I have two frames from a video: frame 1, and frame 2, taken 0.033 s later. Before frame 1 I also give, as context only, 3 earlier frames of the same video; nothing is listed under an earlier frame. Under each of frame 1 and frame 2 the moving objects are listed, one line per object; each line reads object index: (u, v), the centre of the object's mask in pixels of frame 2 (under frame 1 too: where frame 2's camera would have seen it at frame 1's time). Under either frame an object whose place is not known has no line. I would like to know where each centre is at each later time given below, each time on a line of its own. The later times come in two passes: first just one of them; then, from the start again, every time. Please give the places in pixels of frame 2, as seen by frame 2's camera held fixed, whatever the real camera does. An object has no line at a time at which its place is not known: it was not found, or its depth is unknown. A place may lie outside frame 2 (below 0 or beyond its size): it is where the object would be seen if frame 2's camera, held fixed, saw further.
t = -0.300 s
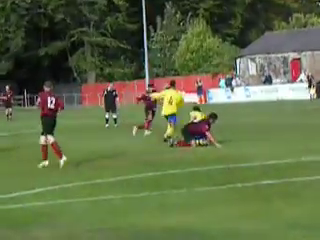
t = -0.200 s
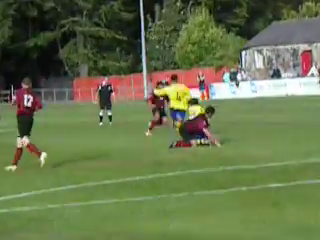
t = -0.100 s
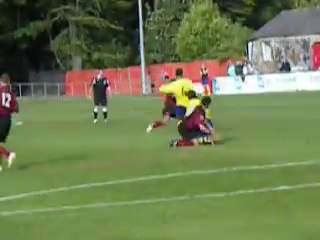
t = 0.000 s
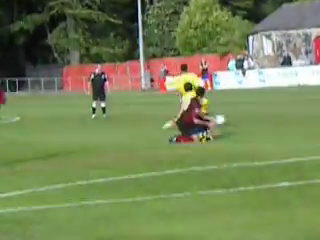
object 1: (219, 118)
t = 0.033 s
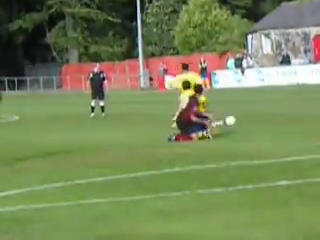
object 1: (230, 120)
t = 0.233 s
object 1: (284, 116)
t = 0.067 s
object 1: (239, 119)
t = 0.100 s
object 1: (248, 117)
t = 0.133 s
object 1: (258, 116)
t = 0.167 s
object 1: (266, 115)
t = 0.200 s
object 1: (275, 115)
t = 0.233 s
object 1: (284, 116)
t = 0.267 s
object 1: (292, 116)
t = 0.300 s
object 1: (298, 118)
